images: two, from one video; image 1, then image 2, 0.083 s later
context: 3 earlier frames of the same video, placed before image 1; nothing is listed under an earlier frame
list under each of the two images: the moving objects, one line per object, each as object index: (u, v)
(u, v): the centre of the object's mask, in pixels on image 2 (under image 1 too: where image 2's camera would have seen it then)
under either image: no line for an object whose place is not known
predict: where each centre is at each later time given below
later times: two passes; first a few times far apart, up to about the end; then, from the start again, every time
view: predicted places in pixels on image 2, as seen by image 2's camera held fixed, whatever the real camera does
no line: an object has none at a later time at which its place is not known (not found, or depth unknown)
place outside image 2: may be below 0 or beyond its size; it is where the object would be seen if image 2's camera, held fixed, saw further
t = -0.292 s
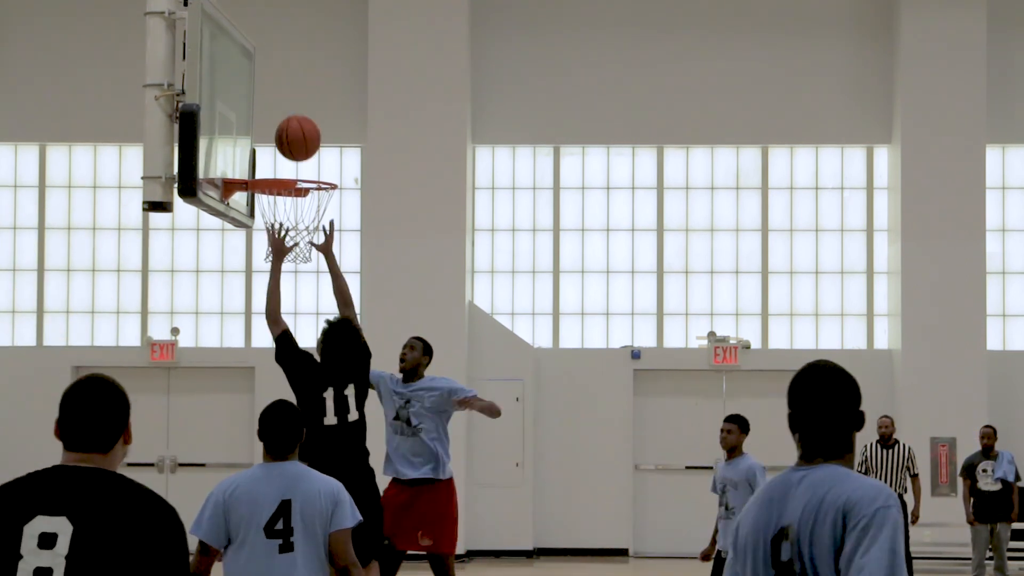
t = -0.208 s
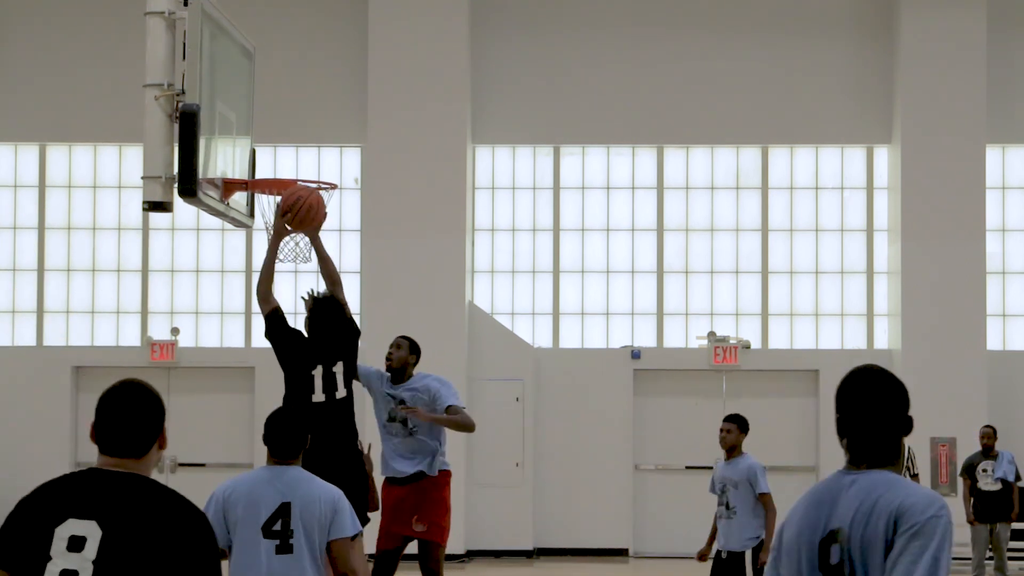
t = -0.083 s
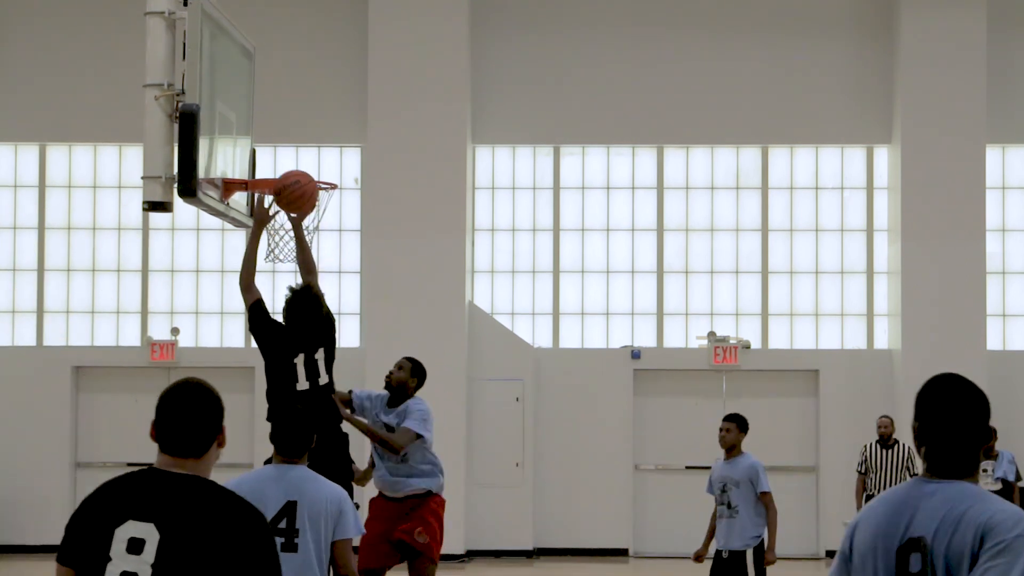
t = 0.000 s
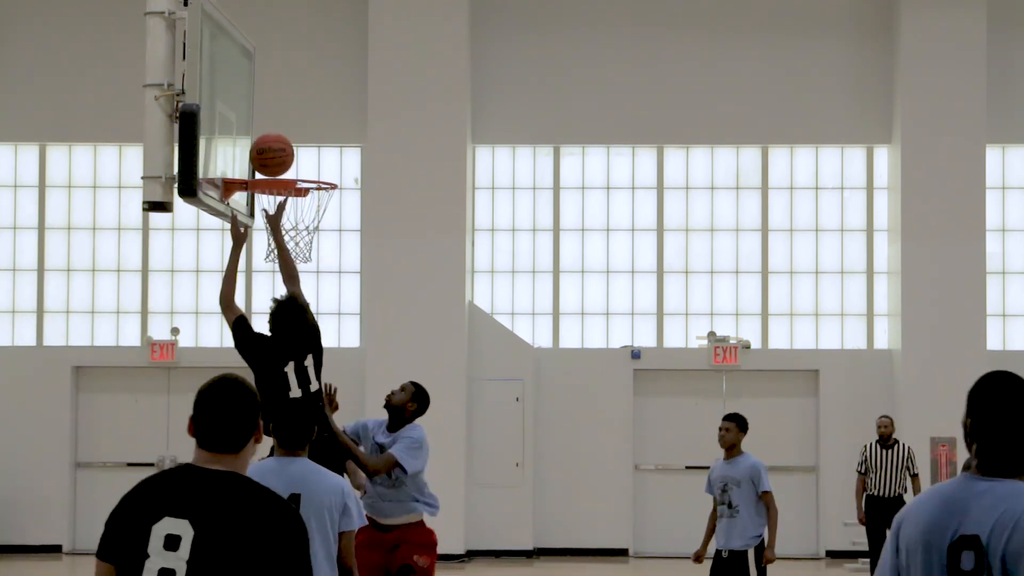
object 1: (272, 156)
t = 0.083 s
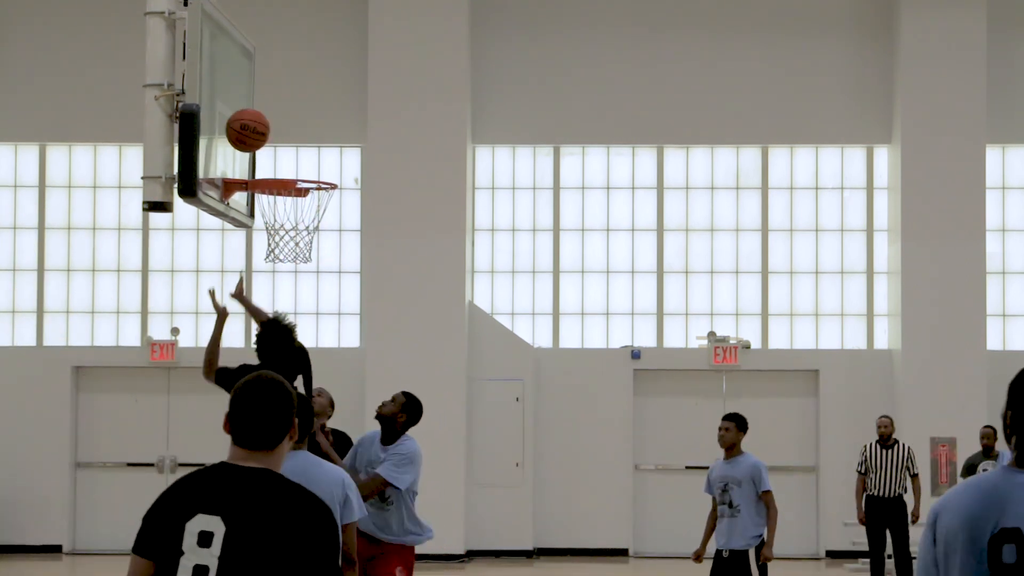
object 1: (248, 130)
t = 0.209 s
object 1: (260, 127)
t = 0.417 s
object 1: (310, 170)
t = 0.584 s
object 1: (276, 207)
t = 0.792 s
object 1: (280, 252)
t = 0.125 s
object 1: (236, 123)
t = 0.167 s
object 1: (246, 123)
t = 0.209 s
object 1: (260, 127)
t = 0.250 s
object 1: (274, 133)
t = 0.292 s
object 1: (287, 143)
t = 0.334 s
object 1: (300, 155)
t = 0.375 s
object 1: (314, 167)
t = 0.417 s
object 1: (310, 170)
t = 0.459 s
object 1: (299, 180)
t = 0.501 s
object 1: (285, 191)
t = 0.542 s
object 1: (278, 202)
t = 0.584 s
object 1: (276, 207)
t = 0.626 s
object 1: (274, 215)
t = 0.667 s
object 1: (273, 226)
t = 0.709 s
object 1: (274, 234)
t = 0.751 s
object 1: (277, 242)
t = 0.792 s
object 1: (280, 252)
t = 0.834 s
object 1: (284, 267)
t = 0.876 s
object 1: (287, 283)
